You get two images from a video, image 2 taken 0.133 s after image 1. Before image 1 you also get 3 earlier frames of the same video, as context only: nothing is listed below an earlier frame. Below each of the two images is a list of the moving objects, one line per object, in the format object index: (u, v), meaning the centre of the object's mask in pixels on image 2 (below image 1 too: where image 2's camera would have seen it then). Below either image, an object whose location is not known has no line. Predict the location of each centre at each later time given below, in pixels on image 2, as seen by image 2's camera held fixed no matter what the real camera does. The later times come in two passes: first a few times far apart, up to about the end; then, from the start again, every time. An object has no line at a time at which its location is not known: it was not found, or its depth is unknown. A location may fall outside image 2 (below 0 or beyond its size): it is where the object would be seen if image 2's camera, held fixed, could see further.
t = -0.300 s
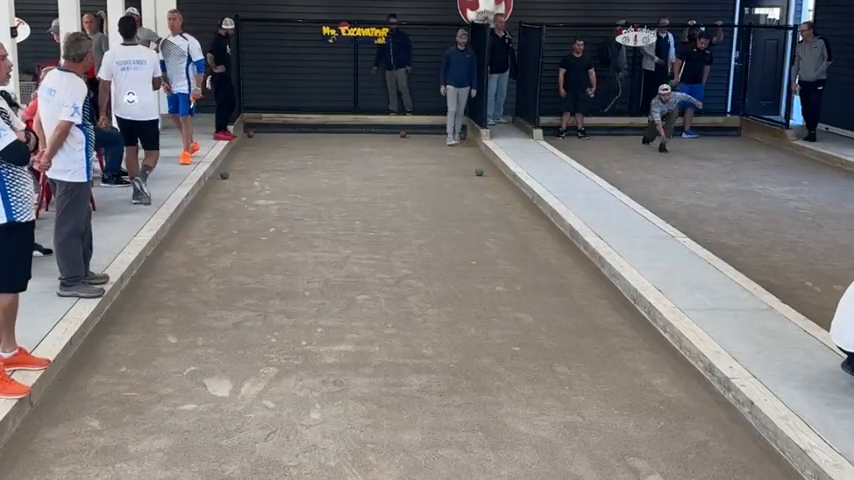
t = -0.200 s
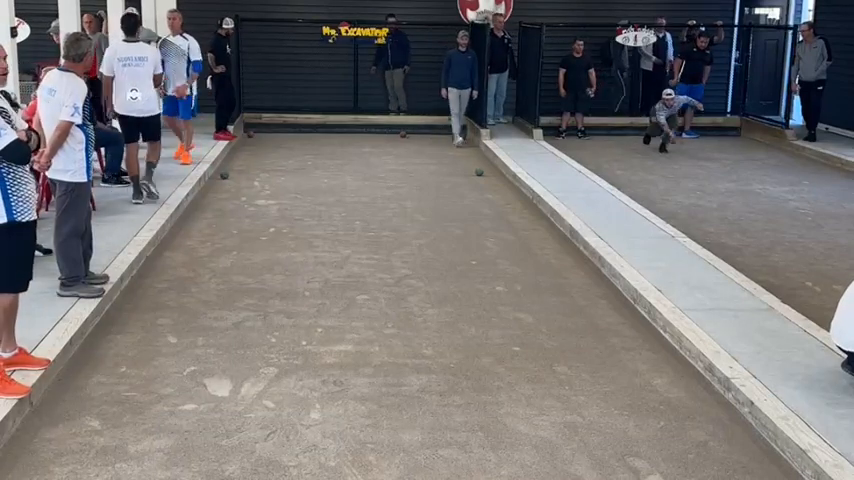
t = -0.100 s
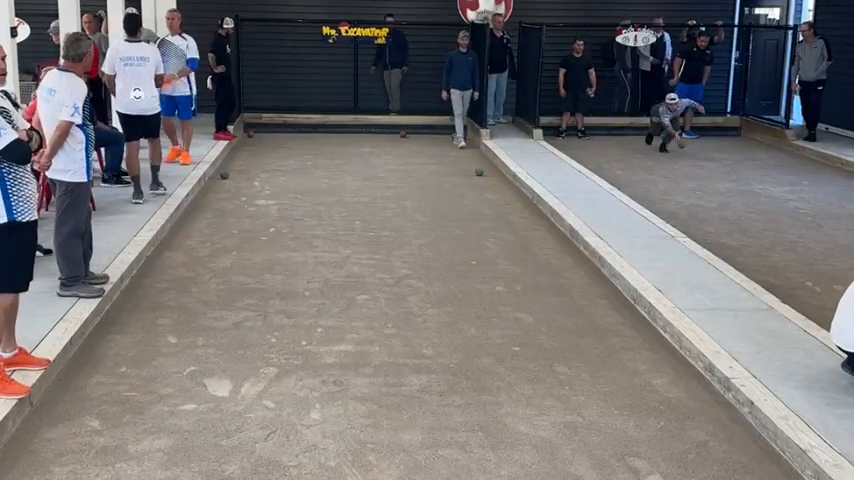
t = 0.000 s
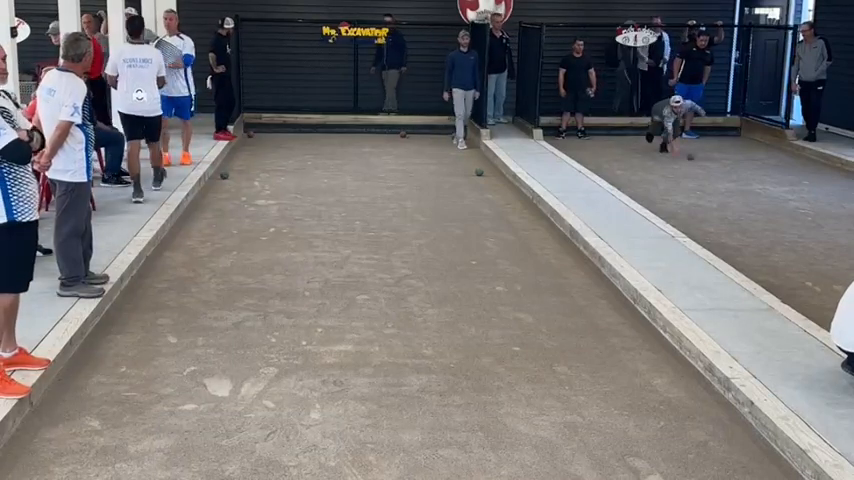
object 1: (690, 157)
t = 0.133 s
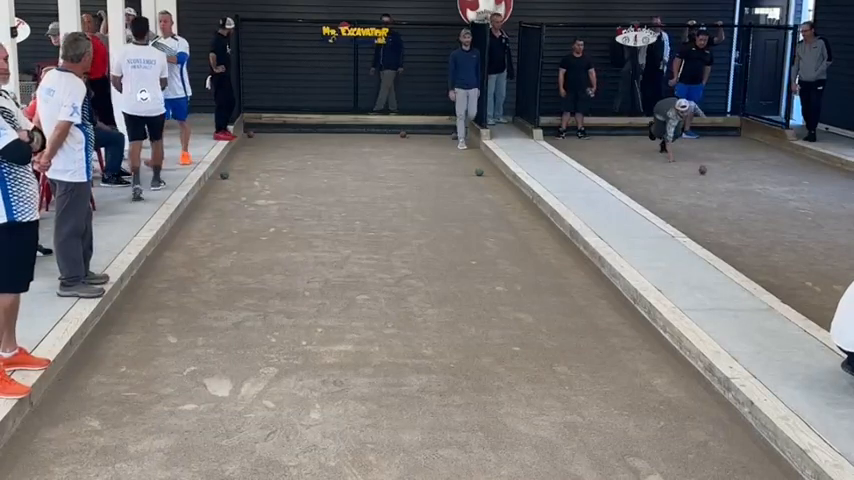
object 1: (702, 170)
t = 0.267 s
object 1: (714, 176)
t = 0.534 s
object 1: (739, 187)
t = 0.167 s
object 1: (705, 172)
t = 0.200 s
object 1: (708, 173)
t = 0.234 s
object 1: (711, 175)
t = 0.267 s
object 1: (714, 176)
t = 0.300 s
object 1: (717, 178)
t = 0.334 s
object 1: (720, 179)
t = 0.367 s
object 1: (723, 180)
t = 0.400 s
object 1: (726, 182)
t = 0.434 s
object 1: (729, 183)
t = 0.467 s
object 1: (733, 184)
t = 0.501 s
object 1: (736, 186)
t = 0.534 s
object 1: (739, 187)
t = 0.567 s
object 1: (743, 188)
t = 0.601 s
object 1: (747, 190)
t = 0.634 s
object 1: (750, 191)
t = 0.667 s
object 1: (753, 192)
